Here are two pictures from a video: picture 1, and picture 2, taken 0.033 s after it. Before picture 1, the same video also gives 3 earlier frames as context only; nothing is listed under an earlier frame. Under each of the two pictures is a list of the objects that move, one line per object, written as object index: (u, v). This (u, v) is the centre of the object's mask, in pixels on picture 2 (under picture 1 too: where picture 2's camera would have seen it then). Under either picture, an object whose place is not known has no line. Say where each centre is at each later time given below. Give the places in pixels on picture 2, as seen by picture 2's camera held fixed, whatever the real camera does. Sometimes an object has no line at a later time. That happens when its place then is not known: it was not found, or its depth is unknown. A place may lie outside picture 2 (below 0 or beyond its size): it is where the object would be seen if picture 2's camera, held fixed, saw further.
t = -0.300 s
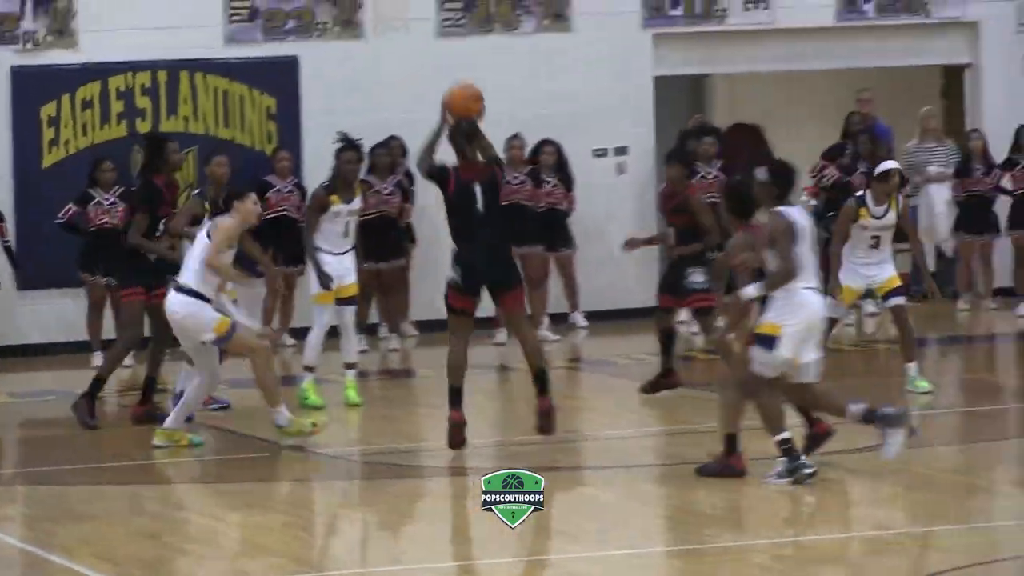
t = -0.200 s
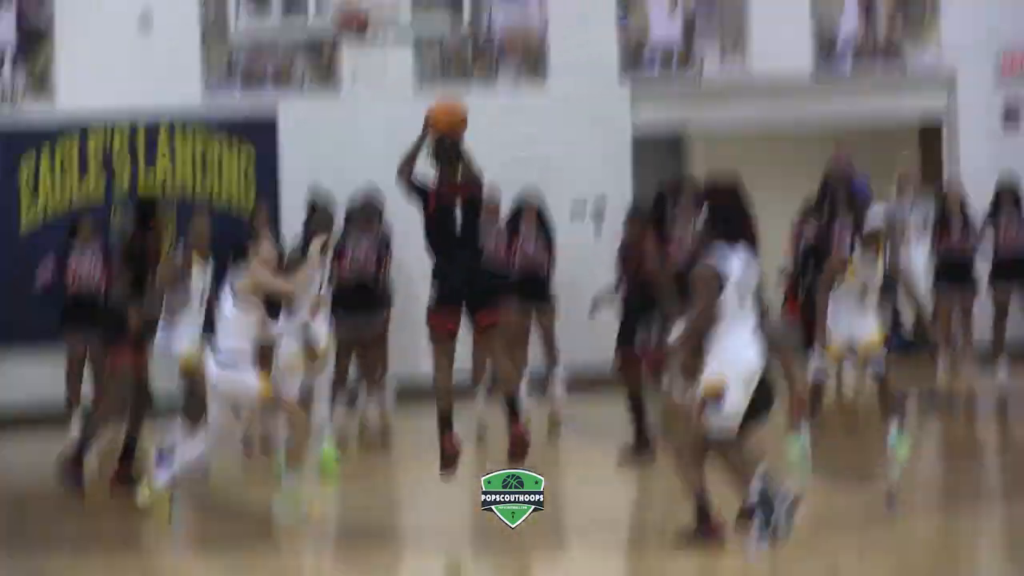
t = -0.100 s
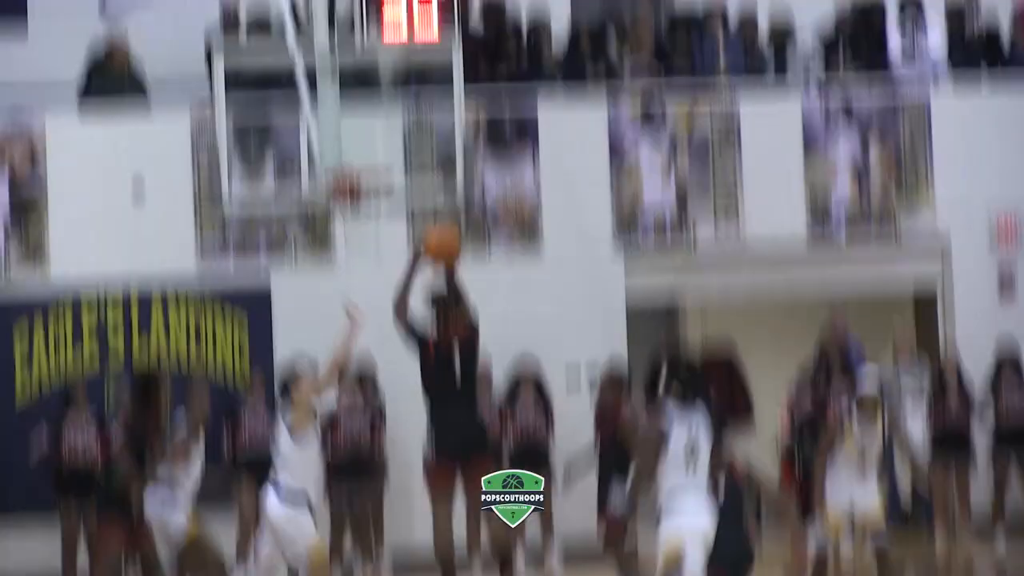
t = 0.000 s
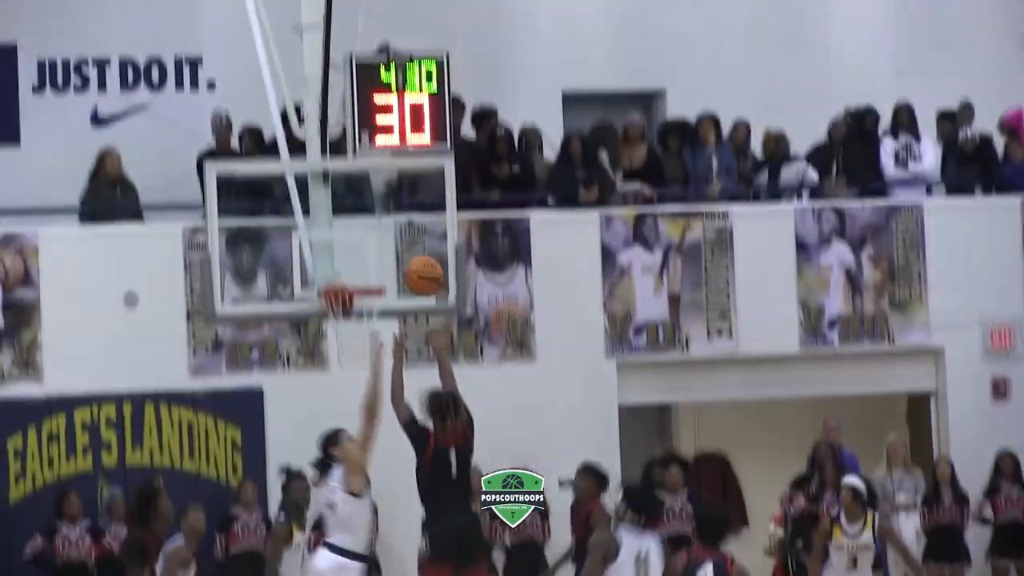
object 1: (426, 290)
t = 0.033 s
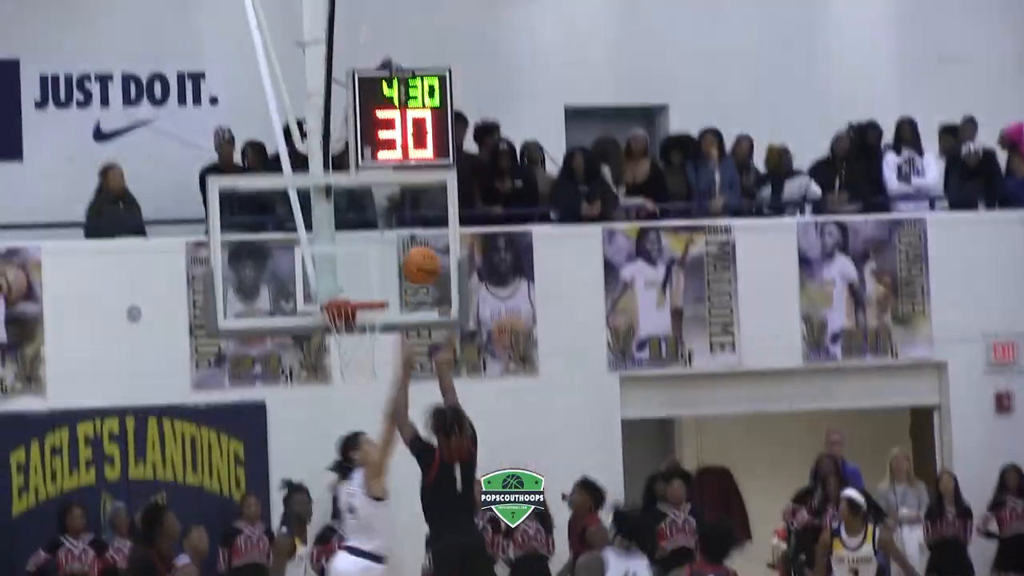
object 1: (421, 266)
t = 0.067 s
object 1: (416, 243)
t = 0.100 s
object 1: (411, 223)
